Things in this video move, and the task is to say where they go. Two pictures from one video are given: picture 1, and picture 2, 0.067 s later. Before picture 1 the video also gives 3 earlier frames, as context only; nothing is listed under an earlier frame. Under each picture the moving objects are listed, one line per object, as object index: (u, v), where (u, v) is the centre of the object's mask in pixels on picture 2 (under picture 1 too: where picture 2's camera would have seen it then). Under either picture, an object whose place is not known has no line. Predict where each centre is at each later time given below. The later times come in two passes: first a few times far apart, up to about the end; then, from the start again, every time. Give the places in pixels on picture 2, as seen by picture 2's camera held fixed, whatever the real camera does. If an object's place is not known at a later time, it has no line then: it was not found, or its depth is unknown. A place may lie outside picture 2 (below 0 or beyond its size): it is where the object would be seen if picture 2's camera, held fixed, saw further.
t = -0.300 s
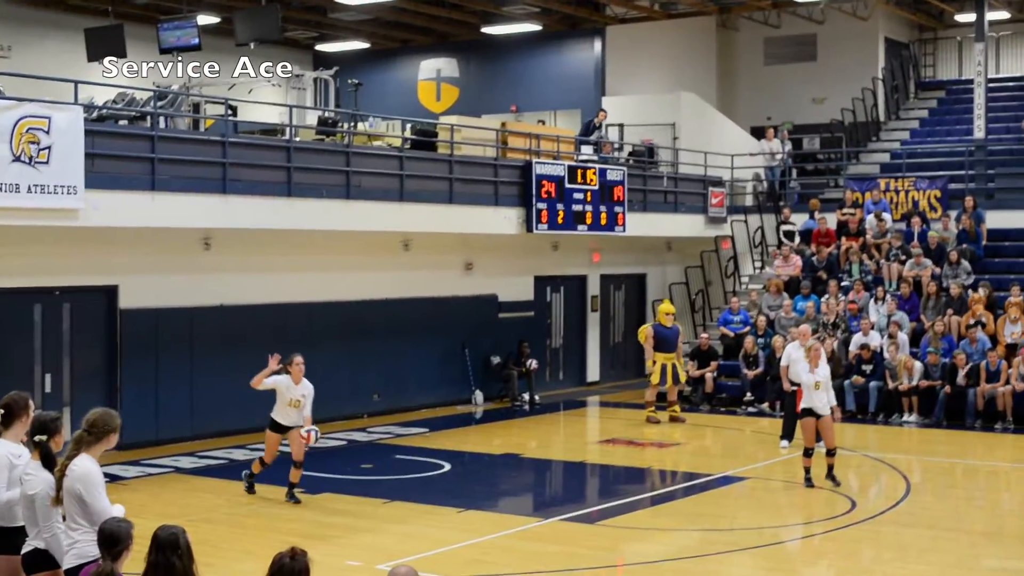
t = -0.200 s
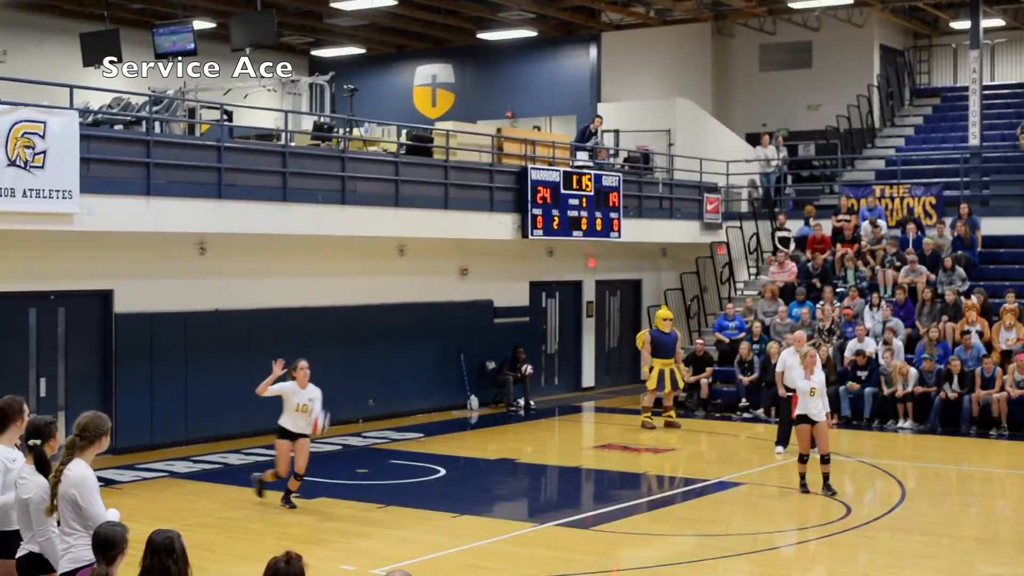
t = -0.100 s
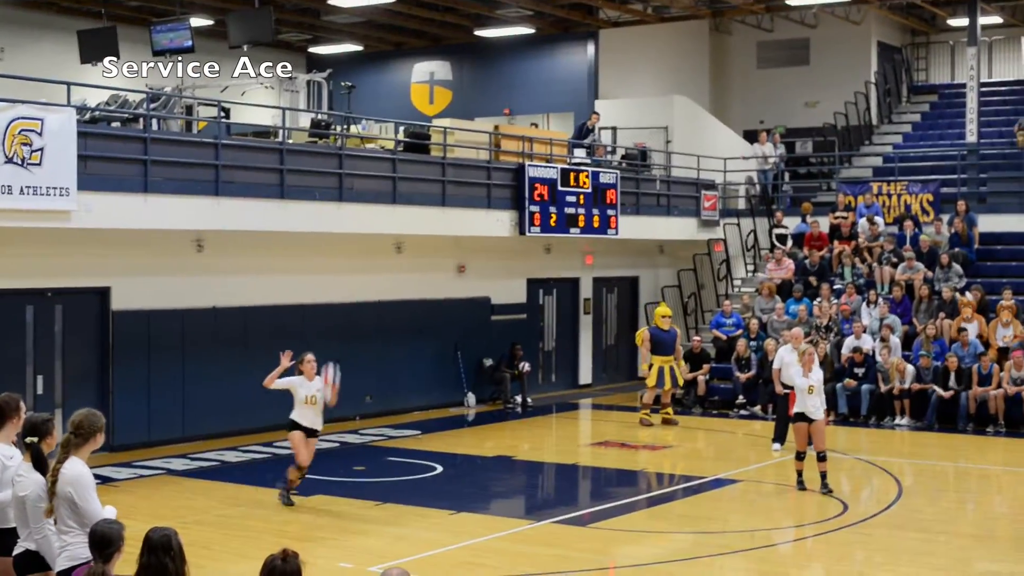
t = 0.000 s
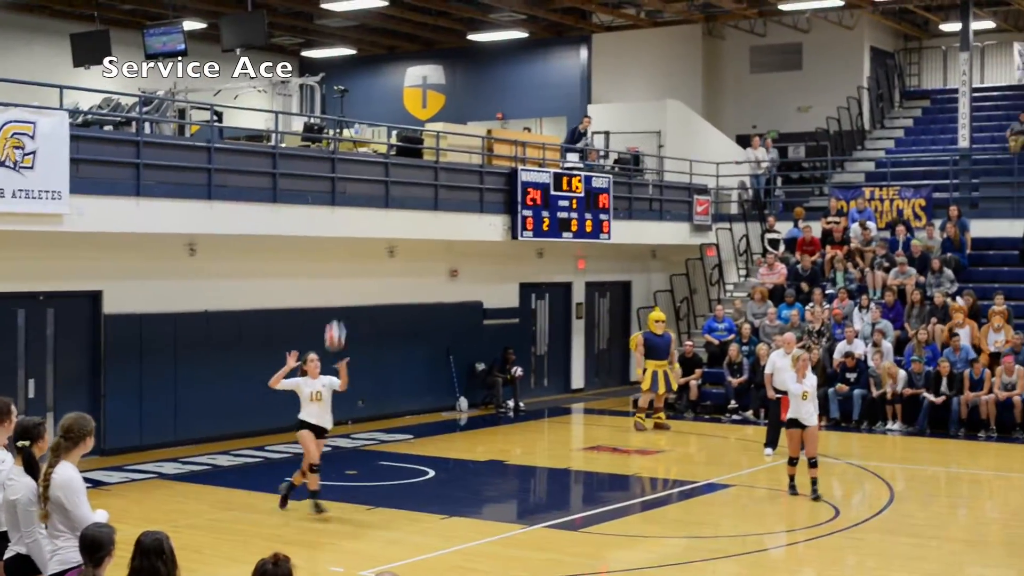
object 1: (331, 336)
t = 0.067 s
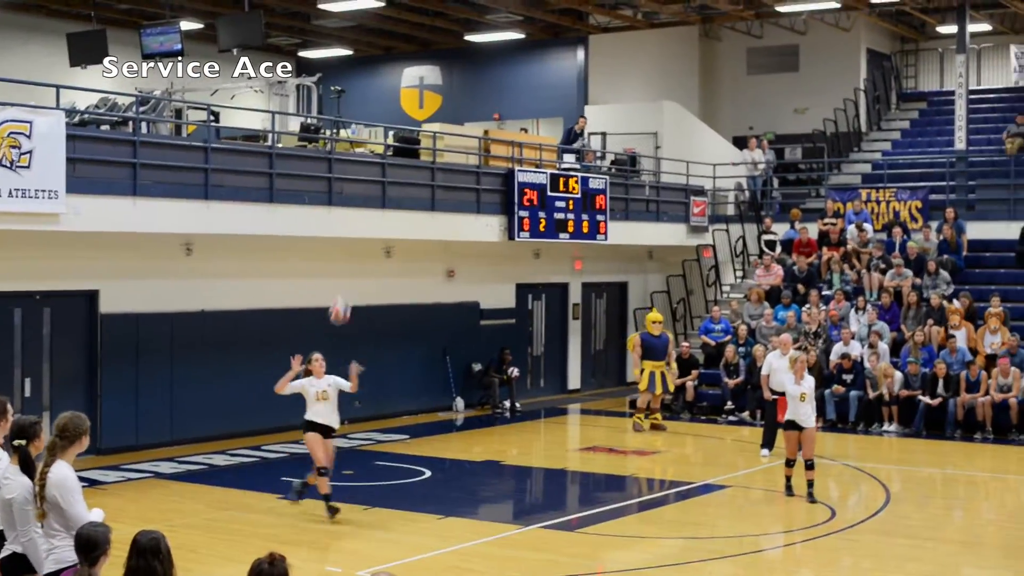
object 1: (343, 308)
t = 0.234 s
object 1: (365, 261)
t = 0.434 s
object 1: (392, 243)
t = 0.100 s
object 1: (345, 297)
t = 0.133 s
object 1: (348, 285)
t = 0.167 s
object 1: (354, 276)
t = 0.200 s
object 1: (359, 268)
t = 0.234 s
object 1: (365, 261)
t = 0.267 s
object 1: (369, 254)
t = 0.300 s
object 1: (373, 251)
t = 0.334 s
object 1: (380, 246)
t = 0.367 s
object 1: (382, 245)
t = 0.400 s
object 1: (387, 244)
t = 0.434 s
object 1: (392, 243)
